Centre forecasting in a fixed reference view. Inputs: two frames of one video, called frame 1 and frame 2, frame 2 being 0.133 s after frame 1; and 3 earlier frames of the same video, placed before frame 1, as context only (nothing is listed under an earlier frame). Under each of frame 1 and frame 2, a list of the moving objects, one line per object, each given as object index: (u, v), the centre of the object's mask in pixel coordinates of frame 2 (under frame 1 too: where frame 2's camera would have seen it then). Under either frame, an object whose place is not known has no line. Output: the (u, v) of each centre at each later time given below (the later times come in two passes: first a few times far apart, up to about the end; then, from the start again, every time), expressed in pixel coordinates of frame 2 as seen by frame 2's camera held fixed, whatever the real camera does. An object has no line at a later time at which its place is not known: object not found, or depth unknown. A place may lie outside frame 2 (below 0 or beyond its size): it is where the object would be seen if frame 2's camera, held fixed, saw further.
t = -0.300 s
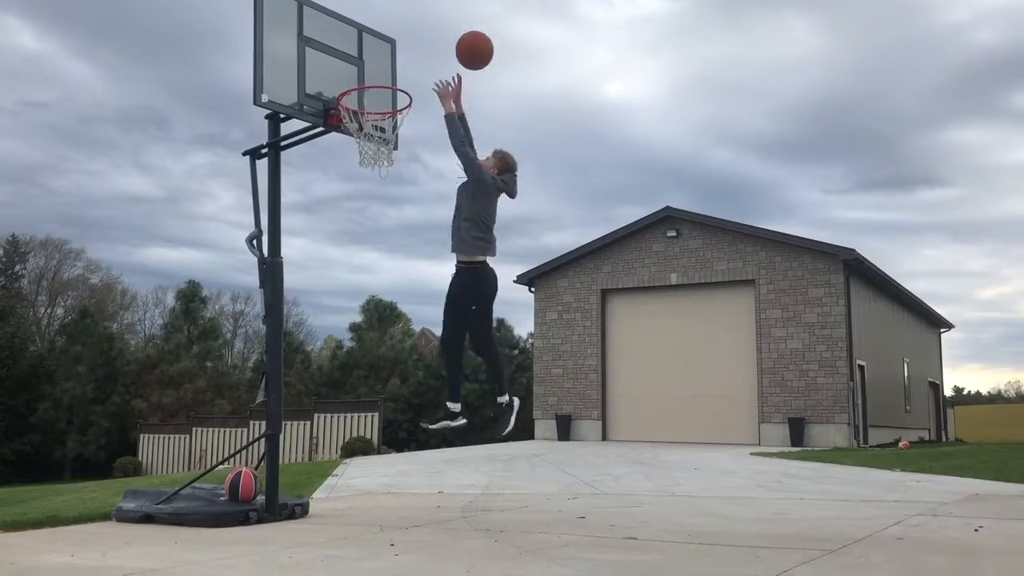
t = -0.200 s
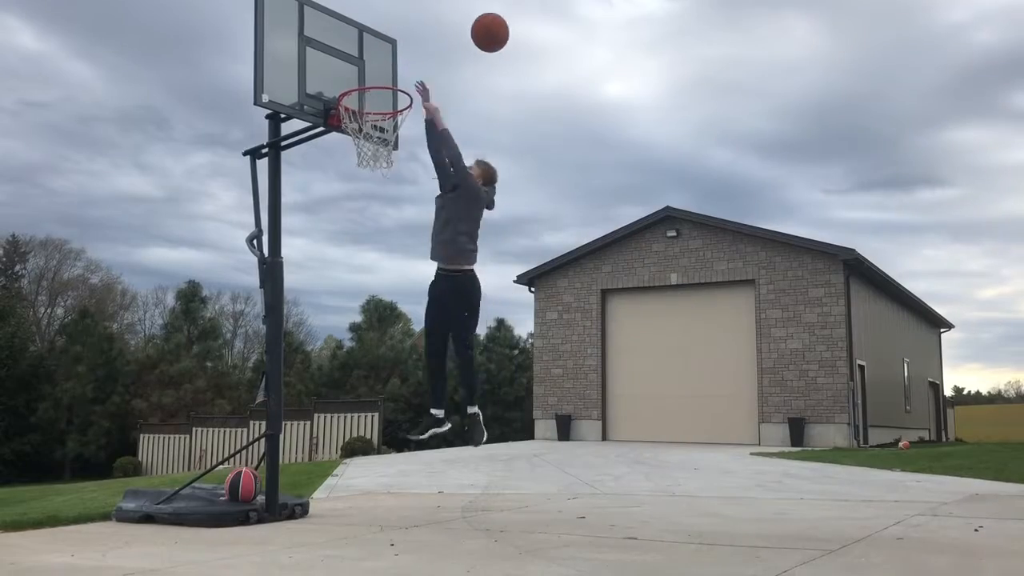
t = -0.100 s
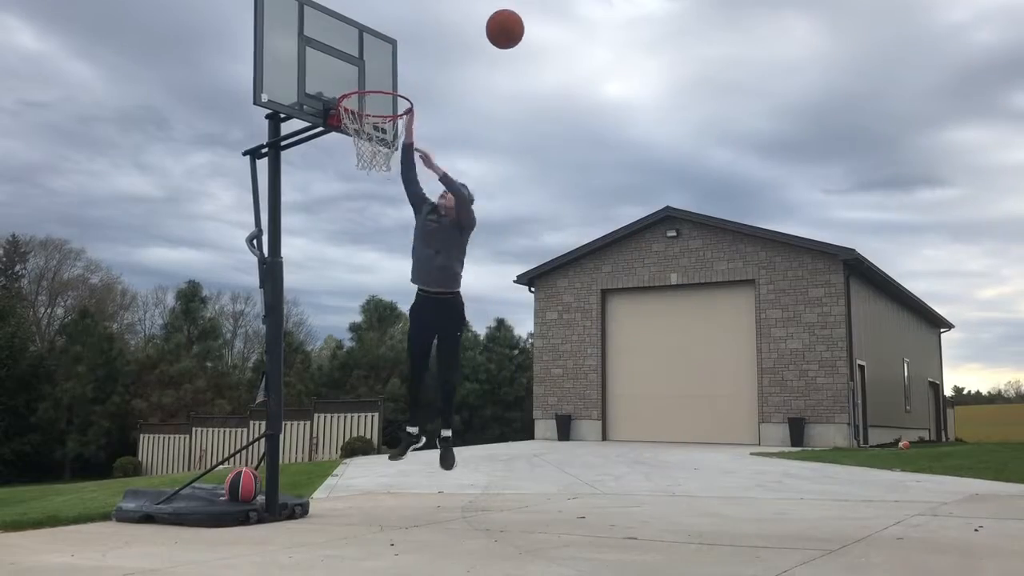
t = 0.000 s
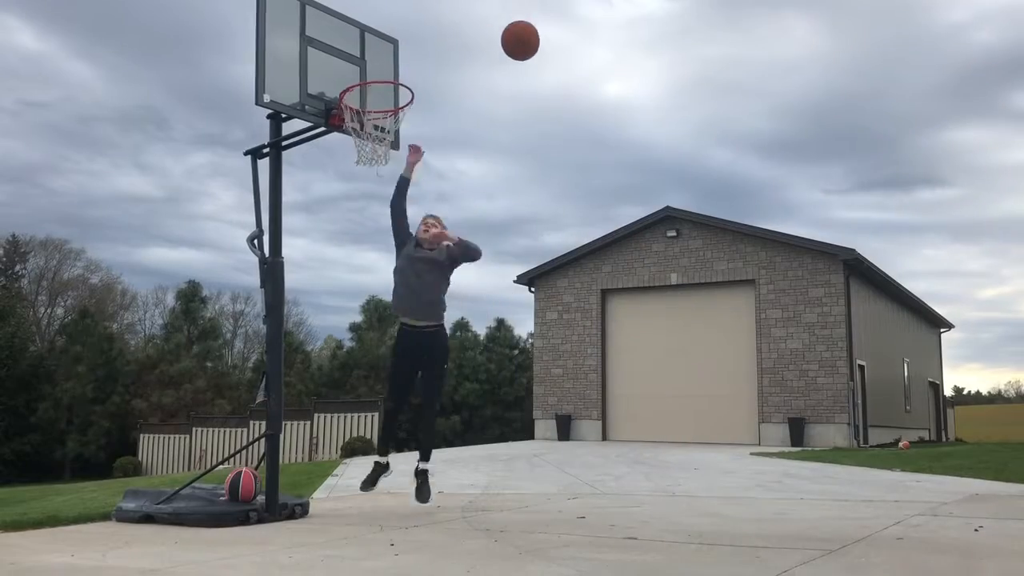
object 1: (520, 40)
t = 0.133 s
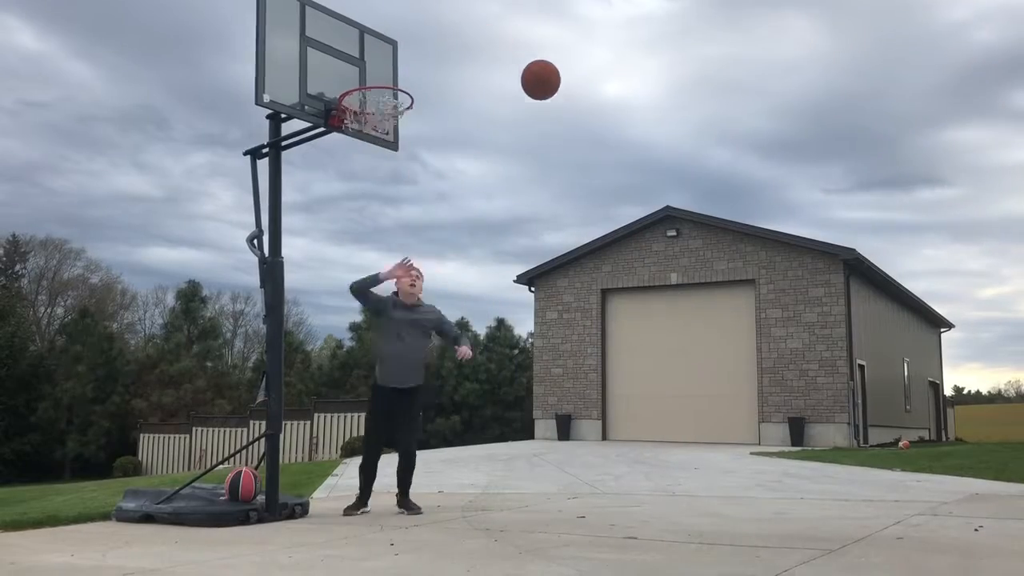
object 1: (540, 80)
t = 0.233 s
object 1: (556, 128)
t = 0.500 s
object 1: (597, 345)
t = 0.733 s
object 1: (640, 414)
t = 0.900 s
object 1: (677, 288)
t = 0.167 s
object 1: (545, 94)
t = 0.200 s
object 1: (551, 110)
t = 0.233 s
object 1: (556, 128)
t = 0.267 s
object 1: (561, 148)
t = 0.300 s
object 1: (566, 170)
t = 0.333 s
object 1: (571, 194)
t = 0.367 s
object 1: (576, 220)
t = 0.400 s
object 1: (581, 248)
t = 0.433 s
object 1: (586, 277)
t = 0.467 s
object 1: (592, 310)
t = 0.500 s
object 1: (597, 345)
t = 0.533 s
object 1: (603, 383)
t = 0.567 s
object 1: (608, 423)
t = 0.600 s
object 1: (613, 465)
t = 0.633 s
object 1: (618, 510)
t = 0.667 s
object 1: (625, 478)
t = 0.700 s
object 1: (633, 445)
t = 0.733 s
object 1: (640, 414)
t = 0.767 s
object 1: (647, 384)
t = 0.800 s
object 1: (655, 357)
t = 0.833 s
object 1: (662, 333)
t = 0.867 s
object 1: (670, 309)
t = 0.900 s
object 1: (677, 288)
